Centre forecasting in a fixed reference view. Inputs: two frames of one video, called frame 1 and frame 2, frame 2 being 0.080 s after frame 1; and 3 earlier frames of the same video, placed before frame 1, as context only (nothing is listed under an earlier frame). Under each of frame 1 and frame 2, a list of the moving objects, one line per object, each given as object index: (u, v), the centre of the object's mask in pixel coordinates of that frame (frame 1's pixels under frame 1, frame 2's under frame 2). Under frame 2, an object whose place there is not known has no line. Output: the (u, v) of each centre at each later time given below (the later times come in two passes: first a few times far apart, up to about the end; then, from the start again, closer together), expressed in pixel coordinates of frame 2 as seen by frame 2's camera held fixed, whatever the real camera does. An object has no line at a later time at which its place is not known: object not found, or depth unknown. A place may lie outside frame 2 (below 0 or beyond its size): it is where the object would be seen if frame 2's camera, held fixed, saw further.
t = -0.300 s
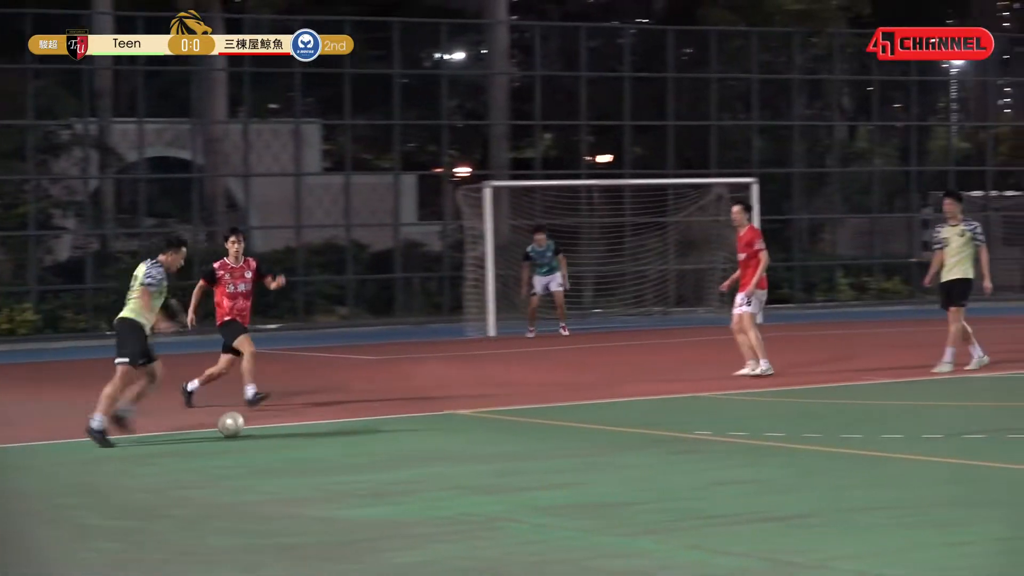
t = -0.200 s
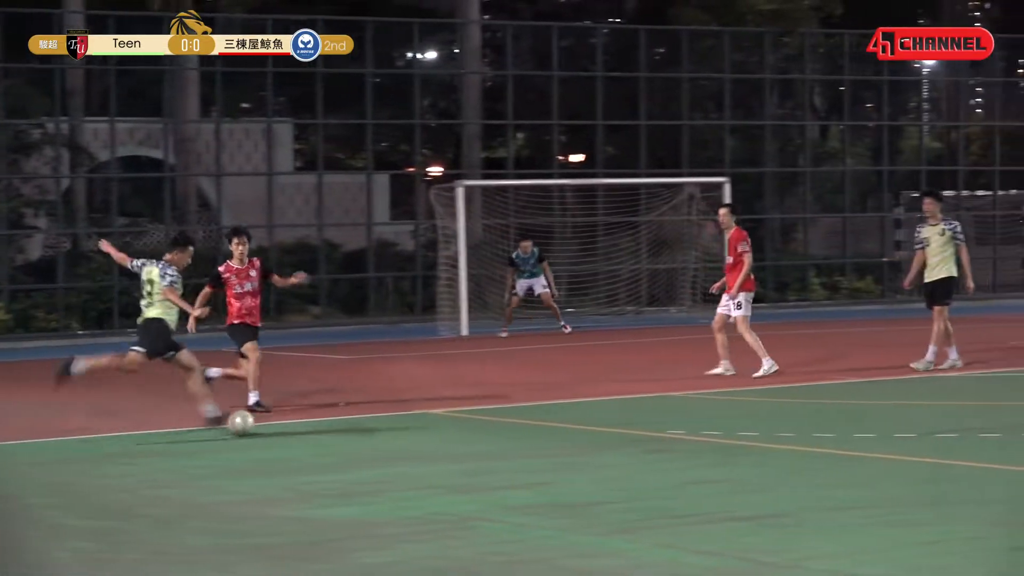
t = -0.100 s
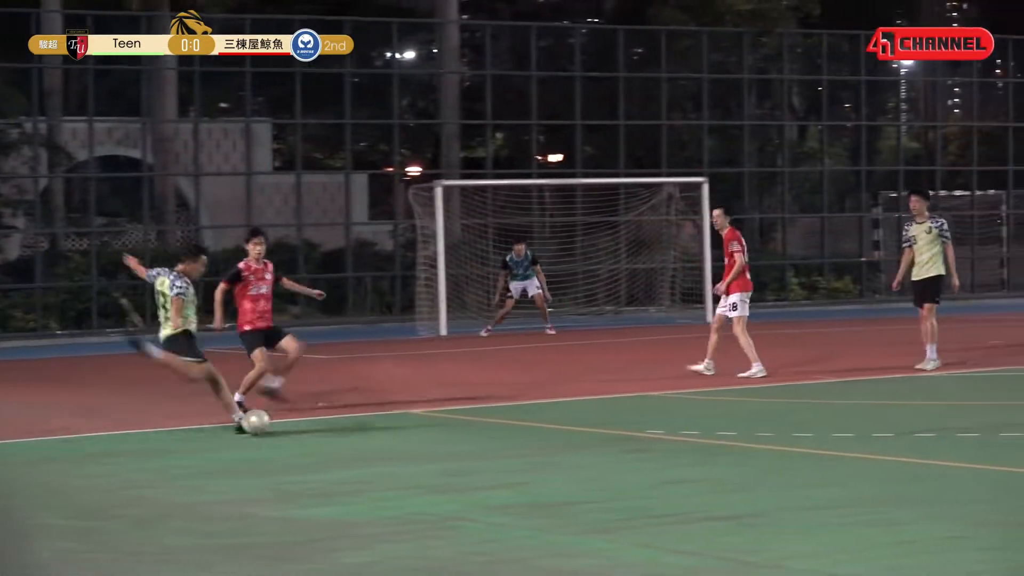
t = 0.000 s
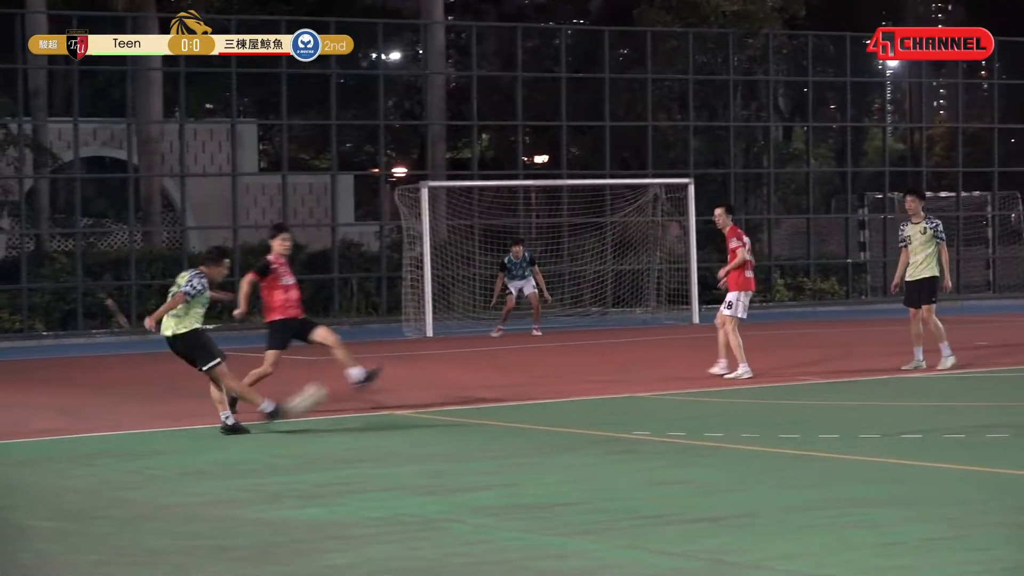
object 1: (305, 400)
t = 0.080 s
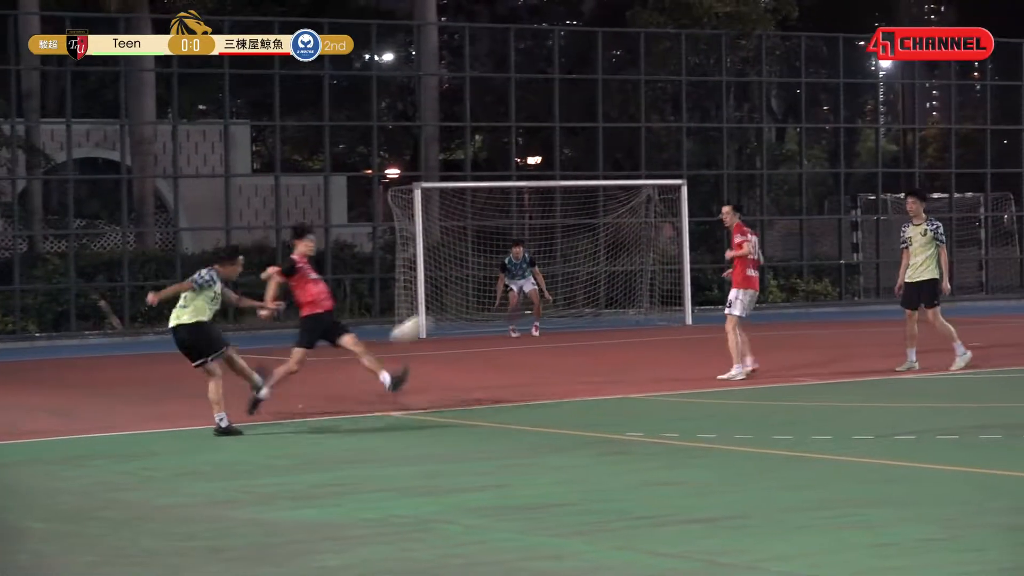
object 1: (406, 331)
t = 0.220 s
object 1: (574, 237)
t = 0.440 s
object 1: (768, 168)
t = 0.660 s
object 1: (905, 149)
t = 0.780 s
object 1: (969, 153)
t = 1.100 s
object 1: (1113, 202)
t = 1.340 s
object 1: (1197, 264)
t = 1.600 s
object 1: (1256, 264)
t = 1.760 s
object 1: (1279, 243)
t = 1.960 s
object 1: (1306, 241)
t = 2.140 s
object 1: (1328, 259)
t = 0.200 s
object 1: (554, 248)
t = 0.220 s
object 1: (574, 237)
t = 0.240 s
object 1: (596, 227)
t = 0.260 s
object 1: (614, 218)
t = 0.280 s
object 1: (634, 210)
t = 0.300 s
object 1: (652, 203)
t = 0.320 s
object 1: (669, 196)
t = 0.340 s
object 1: (690, 190)
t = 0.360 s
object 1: (705, 185)
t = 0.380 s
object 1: (722, 180)
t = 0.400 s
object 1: (738, 175)
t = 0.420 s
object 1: (753, 171)
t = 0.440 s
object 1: (768, 168)
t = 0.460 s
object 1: (783, 165)
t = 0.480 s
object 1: (796, 162)
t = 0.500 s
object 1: (809, 160)
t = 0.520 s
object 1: (822, 158)
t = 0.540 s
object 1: (835, 156)
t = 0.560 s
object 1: (847, 154)
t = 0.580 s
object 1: (859, 153)
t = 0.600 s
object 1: (870, 151)
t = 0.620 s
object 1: (883, 151)
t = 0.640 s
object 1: (894, 150)
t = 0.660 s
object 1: (905, 149)
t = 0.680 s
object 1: (916, 149)
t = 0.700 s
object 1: (927, 150)
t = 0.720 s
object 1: (938, 150)
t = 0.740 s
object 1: (949, 150)
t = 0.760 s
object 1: (959, 151)
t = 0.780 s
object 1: (969, 153)
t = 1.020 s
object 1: (1080, 184)
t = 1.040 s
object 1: (1089, 188)
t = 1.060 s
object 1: (1097, 193)
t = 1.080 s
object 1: (1105, 197)
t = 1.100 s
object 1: (1113, 202)
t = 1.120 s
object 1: (1120, 206)
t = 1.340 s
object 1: (1197, 264)
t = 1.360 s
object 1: (1204, 270)
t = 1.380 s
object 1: (1211, 275)
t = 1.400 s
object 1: (1217, 281)
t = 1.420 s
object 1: (1223, 287)
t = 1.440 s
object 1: (1230, 292)
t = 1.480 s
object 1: (1238, 292)
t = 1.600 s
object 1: (1256, 264)
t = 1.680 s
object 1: (1268, 251)
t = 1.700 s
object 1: (1271, 249)
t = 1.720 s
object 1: (1273, 246)
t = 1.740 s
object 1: (1276, 245)
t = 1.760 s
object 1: (1279, 243)
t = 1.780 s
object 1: (1282, 242)
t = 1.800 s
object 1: (1285, 240)
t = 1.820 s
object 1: (1287, 240)
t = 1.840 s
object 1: (1290, 239)
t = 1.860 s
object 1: (1293, 239)
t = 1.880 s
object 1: (1296, 239)
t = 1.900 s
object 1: (1299, 239)
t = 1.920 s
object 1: (1301, 239)
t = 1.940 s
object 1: (1304, 240)
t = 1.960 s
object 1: (1306, 241)
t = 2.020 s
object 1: (1315, 244)
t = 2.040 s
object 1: (1317, 246)
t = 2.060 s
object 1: (1319, 248)
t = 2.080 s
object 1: (1322, 251)
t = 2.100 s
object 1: (1324, 253)
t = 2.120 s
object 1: (1327, 256)
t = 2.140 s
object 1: (1328, 259)
